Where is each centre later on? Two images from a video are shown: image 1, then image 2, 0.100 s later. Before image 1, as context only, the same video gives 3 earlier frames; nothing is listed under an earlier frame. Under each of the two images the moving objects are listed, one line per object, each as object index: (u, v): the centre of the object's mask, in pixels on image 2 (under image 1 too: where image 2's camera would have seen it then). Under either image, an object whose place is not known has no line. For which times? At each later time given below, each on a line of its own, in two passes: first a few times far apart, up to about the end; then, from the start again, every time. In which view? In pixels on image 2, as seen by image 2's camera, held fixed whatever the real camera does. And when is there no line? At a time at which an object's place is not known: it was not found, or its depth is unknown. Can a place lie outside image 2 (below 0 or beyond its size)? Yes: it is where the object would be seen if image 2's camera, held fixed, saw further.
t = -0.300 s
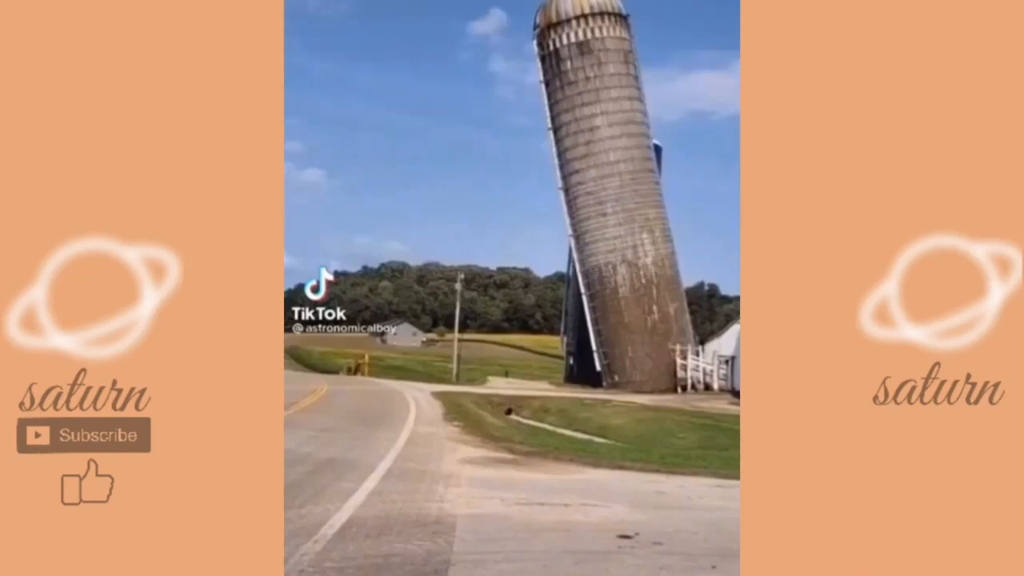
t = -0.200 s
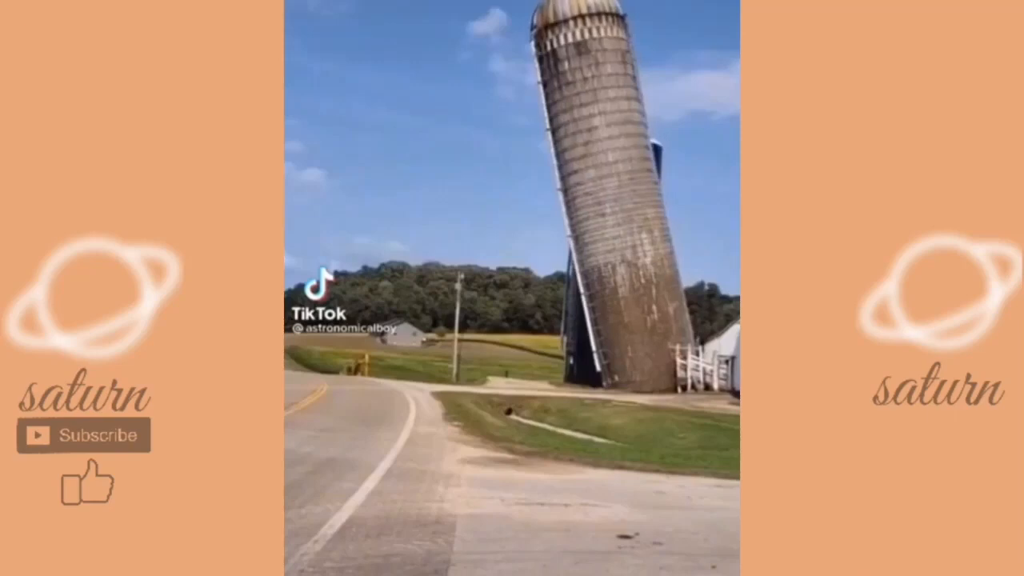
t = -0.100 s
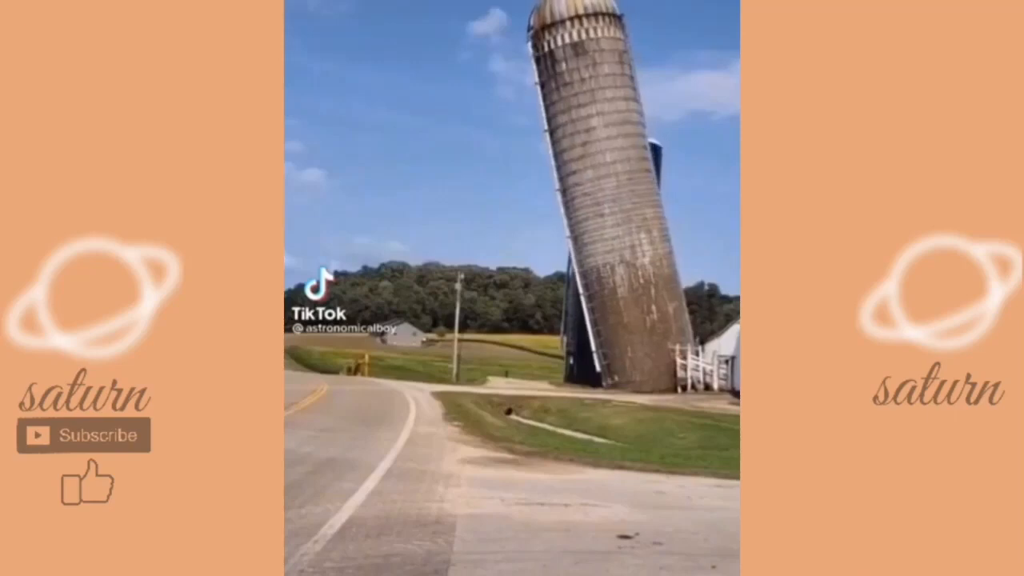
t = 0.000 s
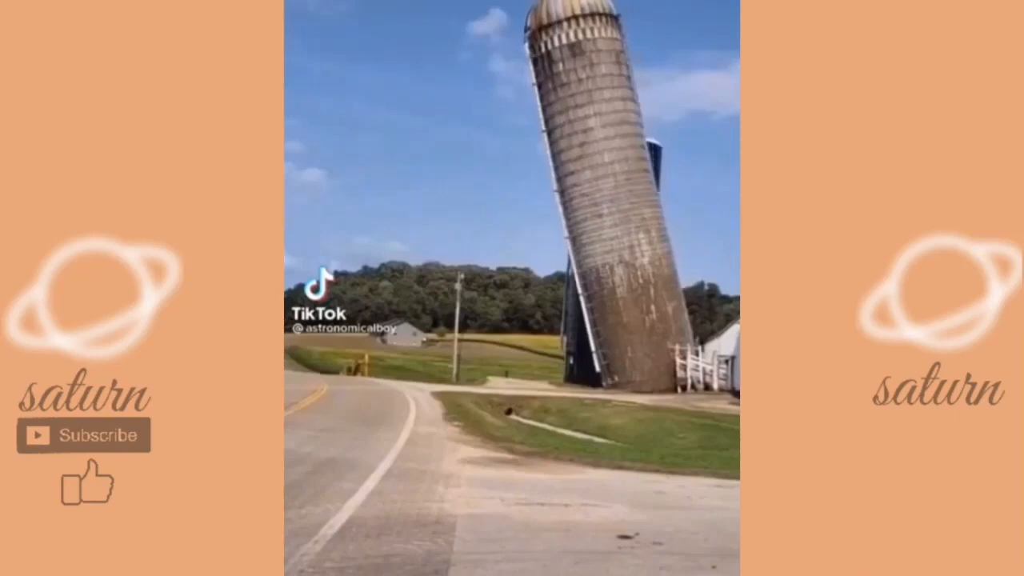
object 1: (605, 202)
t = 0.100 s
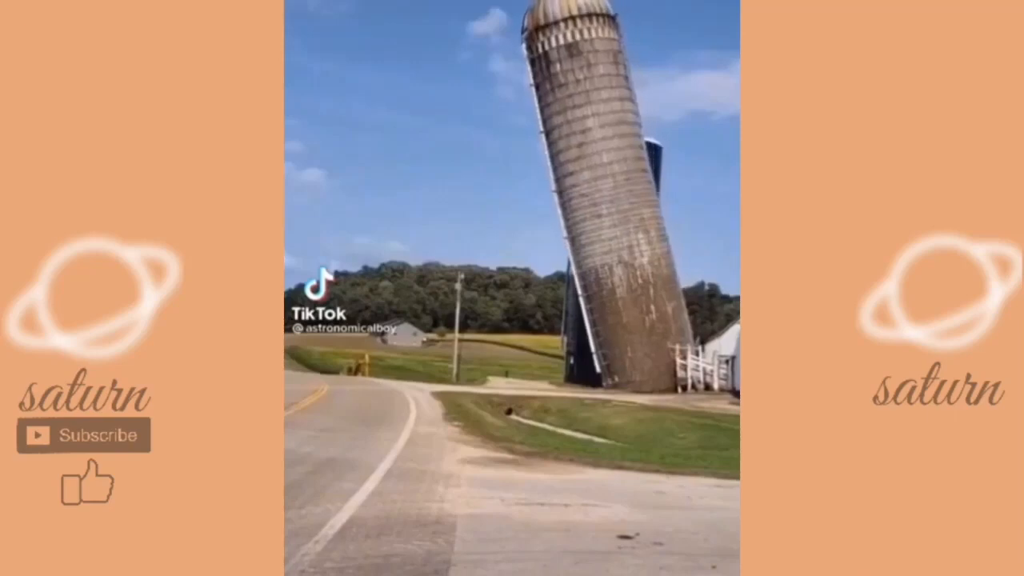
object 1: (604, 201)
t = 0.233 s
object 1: (602, 201)
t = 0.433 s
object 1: (599, 201)
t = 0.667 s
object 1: (593, 201)
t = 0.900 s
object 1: (587, 201)
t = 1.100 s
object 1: (582, 202)
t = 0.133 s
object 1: (604, 202)
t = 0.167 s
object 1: (603, 202)
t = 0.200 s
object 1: (603, 201)
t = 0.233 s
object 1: (602, 201)
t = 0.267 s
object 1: (602, 201)
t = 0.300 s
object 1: (601, 201)
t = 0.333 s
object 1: (601, 201)
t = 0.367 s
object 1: (600, 201)
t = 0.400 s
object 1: (599, 201)
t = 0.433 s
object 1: (599, 201)
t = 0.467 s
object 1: (598, 201)
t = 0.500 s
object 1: (597, 201)
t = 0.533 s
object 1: (596, 201)
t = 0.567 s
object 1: (596, 201)
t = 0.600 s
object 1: (595, 201)
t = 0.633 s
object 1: (594, 201)
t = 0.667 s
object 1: (593, 201)
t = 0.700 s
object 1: (592, 201)
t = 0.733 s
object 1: (591, 201)
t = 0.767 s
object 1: (591, 201)
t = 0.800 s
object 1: (590, 201)
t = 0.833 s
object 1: (589, 201)
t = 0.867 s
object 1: (588, 201)
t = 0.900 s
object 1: (587, 201)
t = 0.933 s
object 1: (587, 201)
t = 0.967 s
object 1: (586, 201)
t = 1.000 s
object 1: (585, 201)
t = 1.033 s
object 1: (584, 201)
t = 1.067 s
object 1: (583, 201)
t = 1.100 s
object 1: (582, 202)
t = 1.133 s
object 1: (580, 202)
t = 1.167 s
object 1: (580, 202)
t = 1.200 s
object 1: (579, 203)
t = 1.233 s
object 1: (578, 204)
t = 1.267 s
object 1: (577, 204)
